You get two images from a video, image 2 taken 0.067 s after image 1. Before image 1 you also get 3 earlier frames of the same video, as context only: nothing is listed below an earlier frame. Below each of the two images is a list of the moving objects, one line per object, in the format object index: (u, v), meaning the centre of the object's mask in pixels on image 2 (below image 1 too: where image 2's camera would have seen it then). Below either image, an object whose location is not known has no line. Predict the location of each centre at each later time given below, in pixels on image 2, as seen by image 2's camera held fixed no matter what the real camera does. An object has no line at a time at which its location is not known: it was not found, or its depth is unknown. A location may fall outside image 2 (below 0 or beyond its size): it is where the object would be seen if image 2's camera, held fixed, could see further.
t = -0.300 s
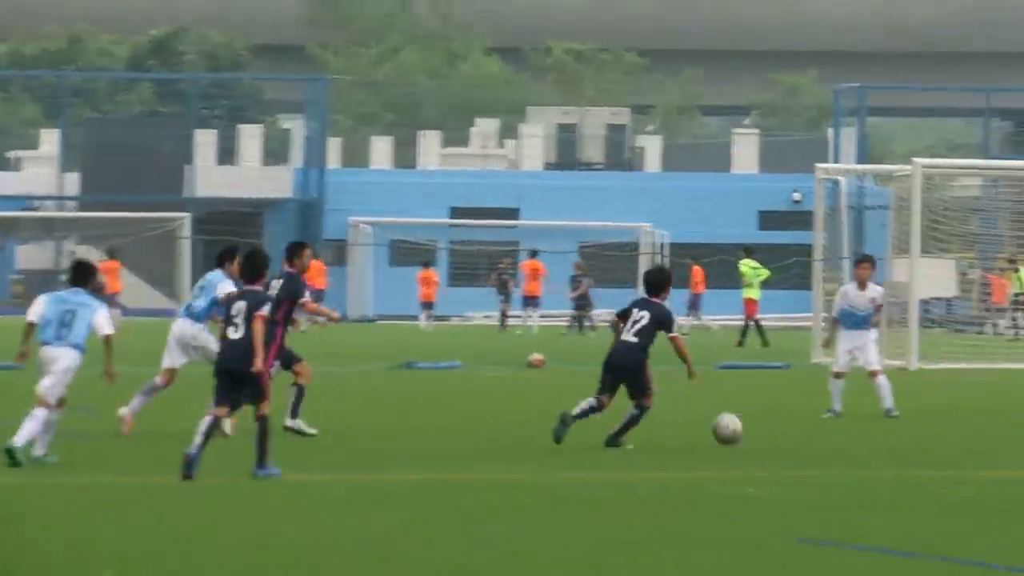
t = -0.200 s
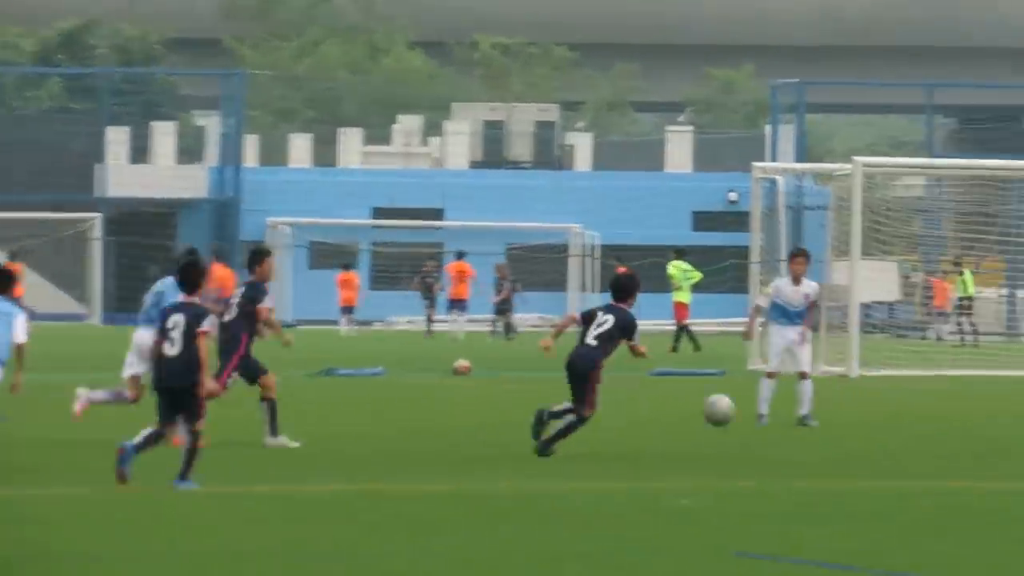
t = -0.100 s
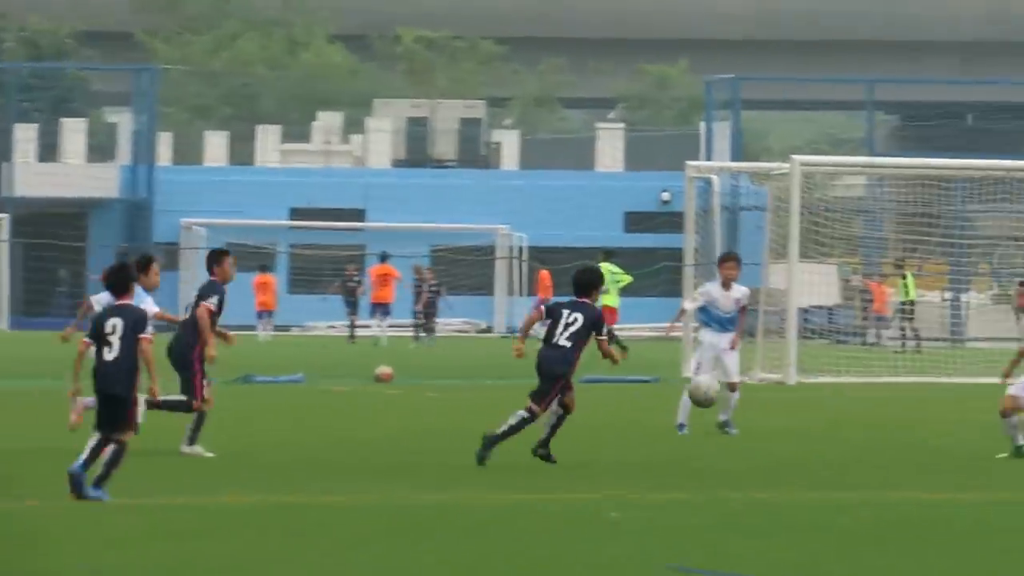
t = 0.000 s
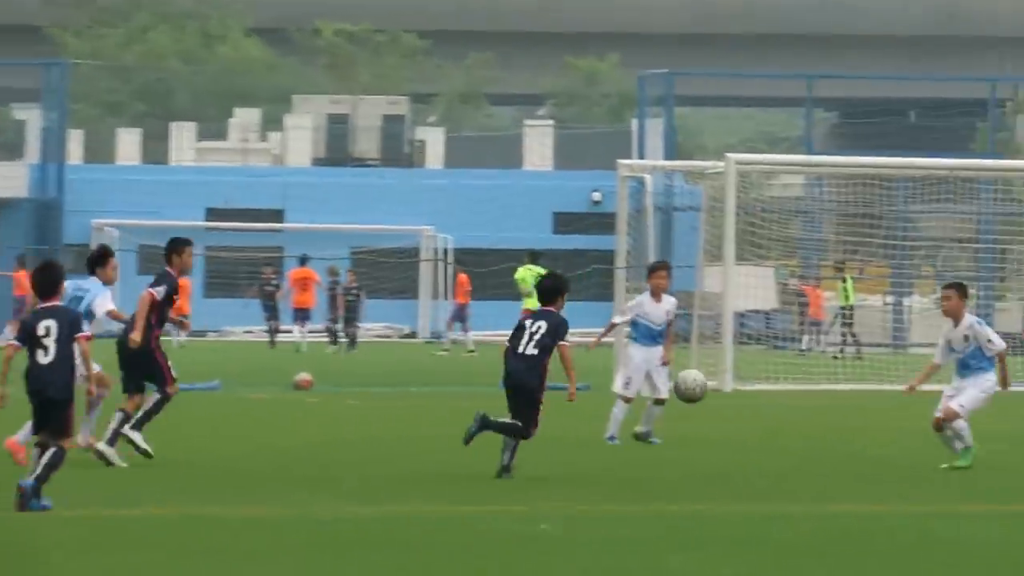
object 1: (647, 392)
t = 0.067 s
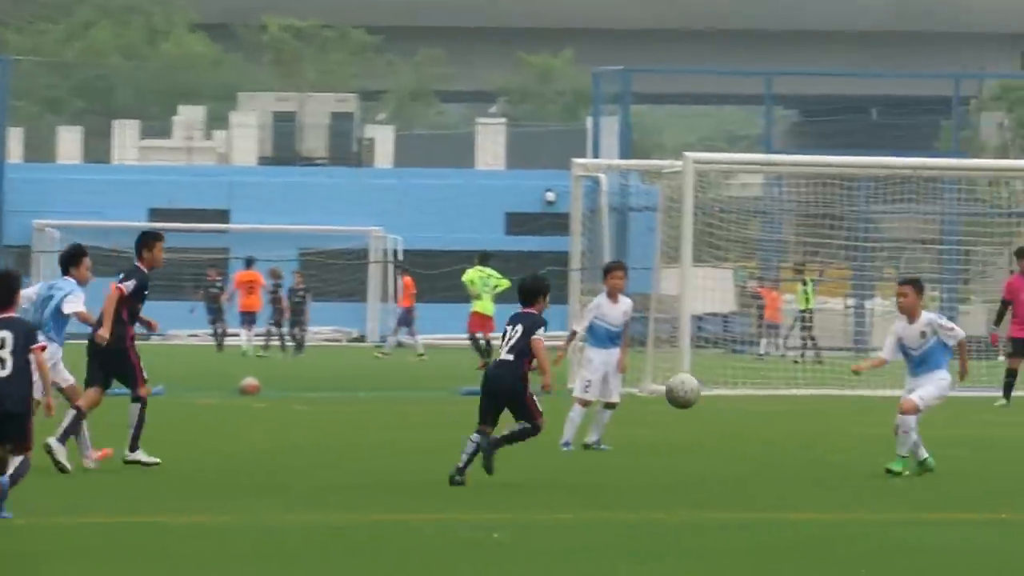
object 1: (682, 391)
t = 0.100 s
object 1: (700, 394)
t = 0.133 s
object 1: (717, 398)
